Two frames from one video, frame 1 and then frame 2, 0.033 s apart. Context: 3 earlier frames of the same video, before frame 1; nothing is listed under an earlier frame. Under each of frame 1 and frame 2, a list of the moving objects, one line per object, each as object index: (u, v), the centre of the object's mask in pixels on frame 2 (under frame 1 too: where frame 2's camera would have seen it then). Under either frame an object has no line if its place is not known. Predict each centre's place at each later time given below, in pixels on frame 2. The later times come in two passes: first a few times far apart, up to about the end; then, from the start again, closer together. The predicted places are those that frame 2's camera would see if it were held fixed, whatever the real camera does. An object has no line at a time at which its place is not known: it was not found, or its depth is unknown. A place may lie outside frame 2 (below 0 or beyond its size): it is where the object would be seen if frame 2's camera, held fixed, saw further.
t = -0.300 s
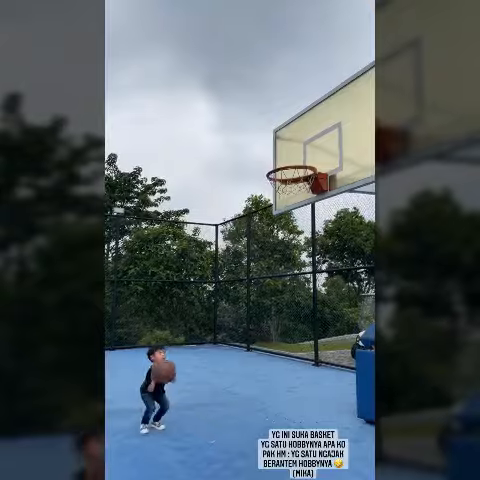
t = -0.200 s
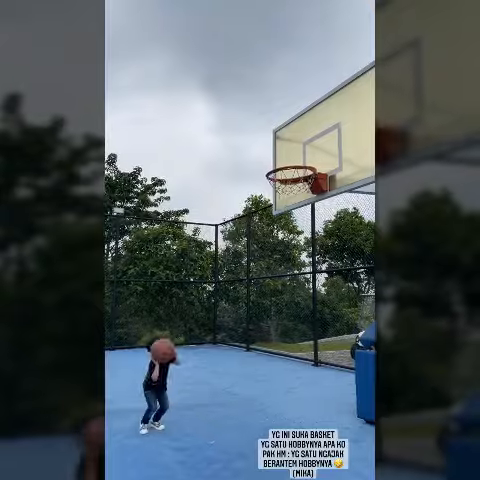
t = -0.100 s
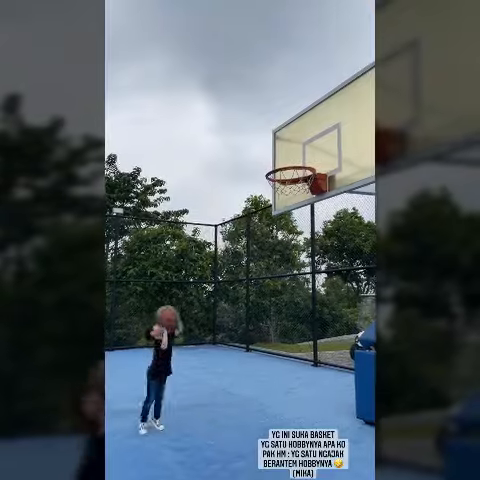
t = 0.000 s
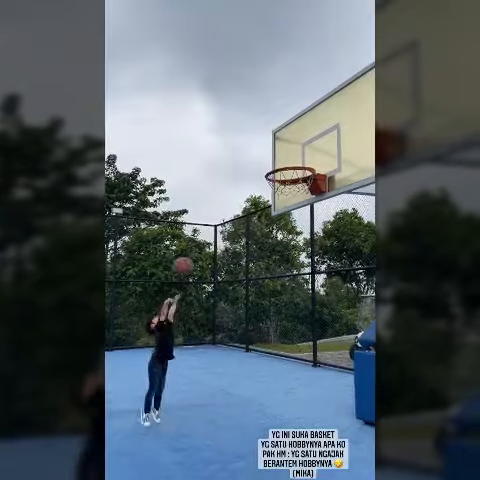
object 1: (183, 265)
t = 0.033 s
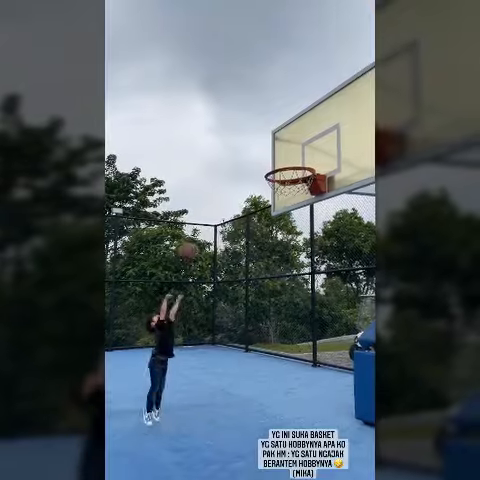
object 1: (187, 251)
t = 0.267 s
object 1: (231, 182)
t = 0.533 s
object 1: (279, 159)
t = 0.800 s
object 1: (301, 157)
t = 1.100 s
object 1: (289, 179)
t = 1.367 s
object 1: (279, 257)
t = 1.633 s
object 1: (258, 443)
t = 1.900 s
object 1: (248, 334)
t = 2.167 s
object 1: (231, 281)
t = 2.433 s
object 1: (209, 318)
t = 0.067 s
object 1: (196, 240)
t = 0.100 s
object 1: (201, 228)
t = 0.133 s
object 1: (207, 217)
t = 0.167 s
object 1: (213, 207)
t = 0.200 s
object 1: (219, 198)
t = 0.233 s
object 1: (225, 190)
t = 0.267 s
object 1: (231, 182)
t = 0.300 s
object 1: (237, 176)
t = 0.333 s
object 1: (243, 171)
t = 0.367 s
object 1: (248, 167)
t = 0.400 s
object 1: (254, 163)
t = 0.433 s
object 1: (261, 161)
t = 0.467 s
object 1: (267, 160)
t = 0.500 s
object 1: (273, 159)
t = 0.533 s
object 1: (279, 159)
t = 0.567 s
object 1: (285, 161)
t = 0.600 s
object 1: (291, 165)
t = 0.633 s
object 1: (297, 168)
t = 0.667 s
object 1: (300, 164)
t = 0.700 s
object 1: (303, 162)
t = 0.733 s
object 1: (304, 159)
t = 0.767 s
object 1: (302, 158)
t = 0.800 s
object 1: (301, 157)
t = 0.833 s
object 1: (299, 158)
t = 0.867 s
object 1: (298, 161)
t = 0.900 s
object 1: (297, 164)
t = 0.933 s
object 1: (295, 168)
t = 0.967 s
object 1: (294, 168)
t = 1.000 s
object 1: (293, 169)
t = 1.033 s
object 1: (292, 171)
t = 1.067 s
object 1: (290, 174)
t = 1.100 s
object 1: (289, 179)
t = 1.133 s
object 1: (287, 184)
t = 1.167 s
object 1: (287, 191)
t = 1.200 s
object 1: (285, 199)
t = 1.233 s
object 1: (284, 208)
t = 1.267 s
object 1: (283, 218)
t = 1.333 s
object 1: (280, 242)
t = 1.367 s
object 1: (279, 257)
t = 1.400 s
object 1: (277, 274)
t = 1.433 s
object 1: (276, 290)
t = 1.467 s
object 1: (276, 311)
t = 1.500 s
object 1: (274, 333)
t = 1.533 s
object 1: (269, 359)
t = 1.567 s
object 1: (267, 385)
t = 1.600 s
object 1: (265, 414)
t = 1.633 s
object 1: (258, 443)
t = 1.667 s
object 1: (258, 463)
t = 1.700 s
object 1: (257, 436)
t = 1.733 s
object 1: (257, 417)
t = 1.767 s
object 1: (255, 398)
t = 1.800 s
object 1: (253, 380)
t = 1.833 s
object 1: (251, 363)
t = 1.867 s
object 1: (248, 348)
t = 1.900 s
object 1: (248, 334)
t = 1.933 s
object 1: (247, 321)
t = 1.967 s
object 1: (245, 310)
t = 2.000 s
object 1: (243, 301)
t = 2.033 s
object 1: (240, 292)
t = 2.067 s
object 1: (238, 287)
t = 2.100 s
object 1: (235, 284)
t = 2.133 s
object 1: (233, 282)
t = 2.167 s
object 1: (231, 281)
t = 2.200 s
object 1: (229, 280)
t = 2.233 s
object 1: (226, 281)
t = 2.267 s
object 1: (224, 283)
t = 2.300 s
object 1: (222, 286)
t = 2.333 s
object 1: (218, 291)
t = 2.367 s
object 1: (215, 297)
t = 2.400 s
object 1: (212, 308)
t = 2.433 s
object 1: (209, 318)
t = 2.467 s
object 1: (207, 332)
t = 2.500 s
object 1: (203, 347)
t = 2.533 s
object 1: (201, 364)
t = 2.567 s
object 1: (198, 383)
